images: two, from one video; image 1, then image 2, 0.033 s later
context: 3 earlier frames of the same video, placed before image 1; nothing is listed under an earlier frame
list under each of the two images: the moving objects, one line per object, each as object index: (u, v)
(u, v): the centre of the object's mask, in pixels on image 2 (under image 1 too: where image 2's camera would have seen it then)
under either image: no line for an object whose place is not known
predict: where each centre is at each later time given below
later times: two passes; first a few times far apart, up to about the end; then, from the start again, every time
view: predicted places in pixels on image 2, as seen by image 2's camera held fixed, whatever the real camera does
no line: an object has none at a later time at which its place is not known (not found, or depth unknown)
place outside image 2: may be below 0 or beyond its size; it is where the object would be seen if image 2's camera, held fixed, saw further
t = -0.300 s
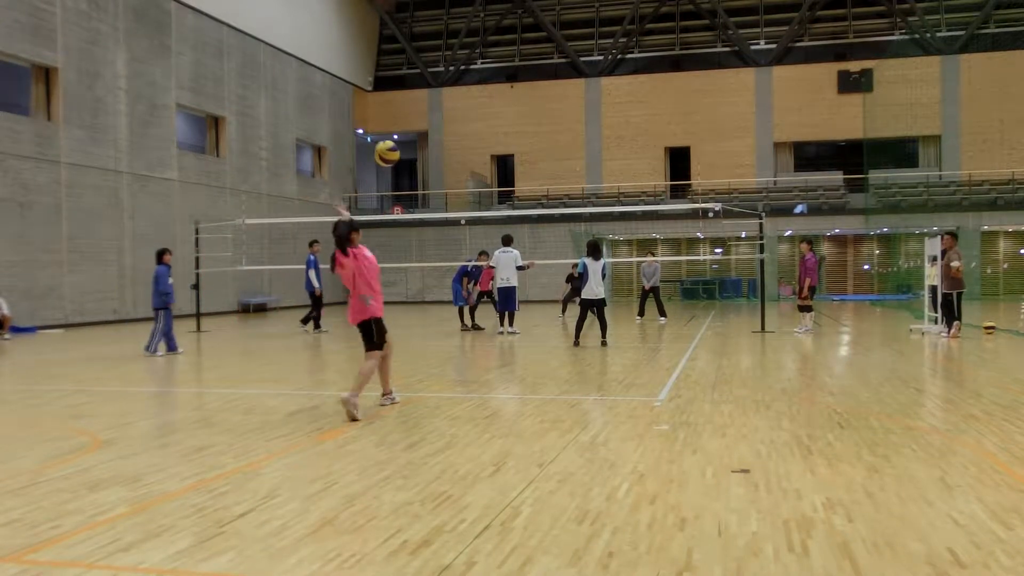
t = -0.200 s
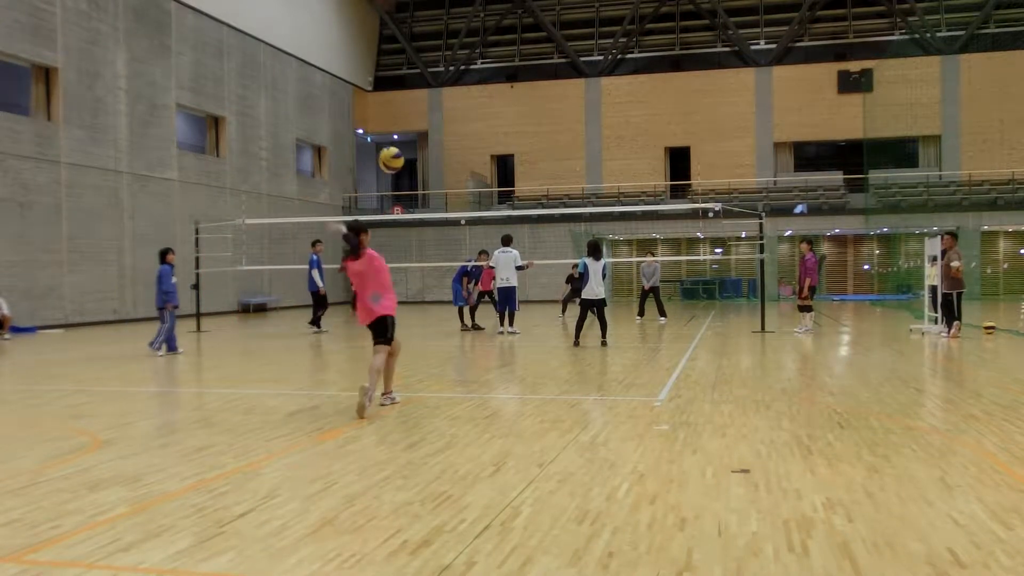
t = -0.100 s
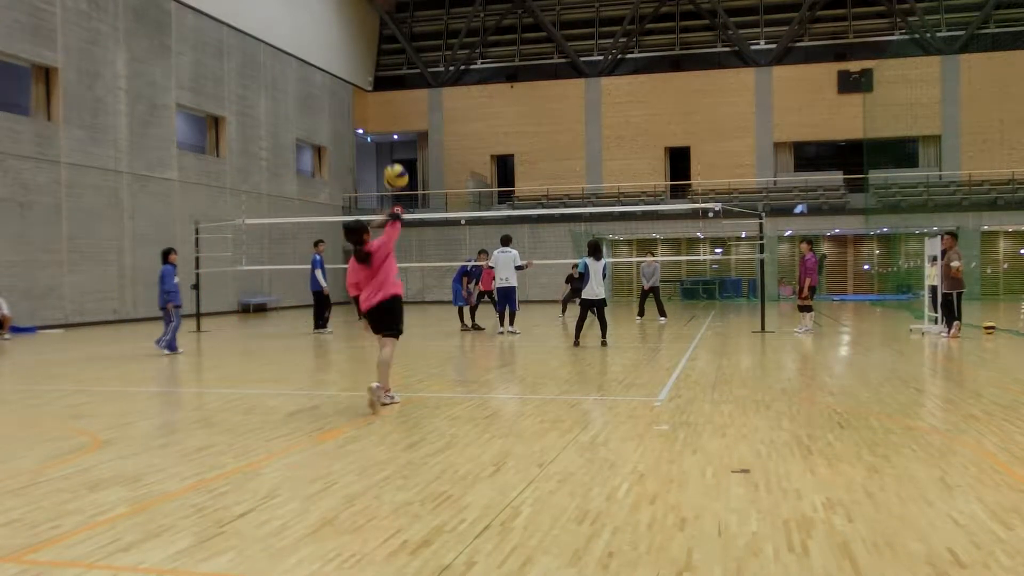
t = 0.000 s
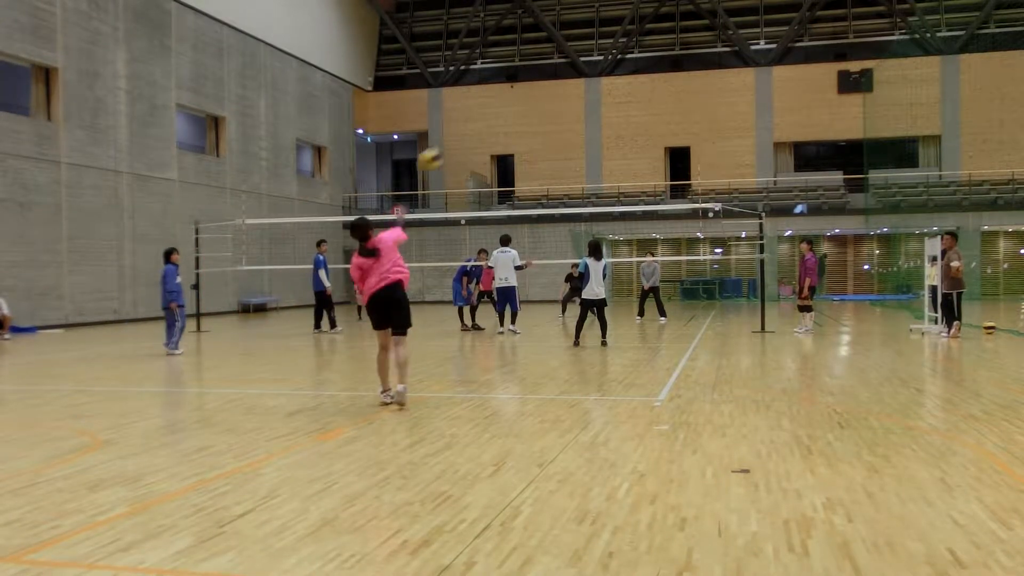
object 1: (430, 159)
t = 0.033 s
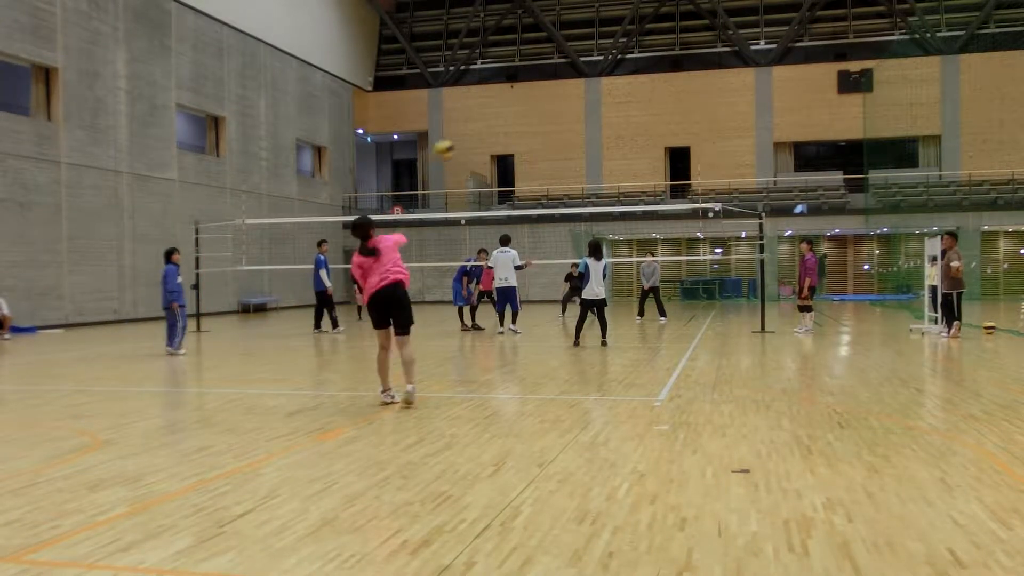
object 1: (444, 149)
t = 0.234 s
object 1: (500, 124)
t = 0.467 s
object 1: (537, 126)
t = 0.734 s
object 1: (558, 152)
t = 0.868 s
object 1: (565, 172)
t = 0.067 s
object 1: (455, 142)
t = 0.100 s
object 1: (466, 137)
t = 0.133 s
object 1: (475, 132)
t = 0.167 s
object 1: (484, 128)
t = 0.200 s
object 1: (493, 126)
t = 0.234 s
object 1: (500, 124)
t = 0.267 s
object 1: (507, 123)
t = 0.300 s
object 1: (513, 122)
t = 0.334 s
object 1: (519, 122)
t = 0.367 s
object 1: (525, 122)
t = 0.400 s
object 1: (529, 124)
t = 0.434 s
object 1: (533, 125)
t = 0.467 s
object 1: (537, 126)
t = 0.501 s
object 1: (540, 128)
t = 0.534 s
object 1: (544, 130)
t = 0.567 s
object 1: (546, 133)
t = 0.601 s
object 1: (548, 136)
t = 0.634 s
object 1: (551, 140)
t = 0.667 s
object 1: (554, 143)
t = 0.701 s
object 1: (556, 147)
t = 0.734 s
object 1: (558, 152)
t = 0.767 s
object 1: (559, 156)
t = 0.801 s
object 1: (561, 161)
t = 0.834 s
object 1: (563, 166)
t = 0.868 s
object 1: (565, 172)
